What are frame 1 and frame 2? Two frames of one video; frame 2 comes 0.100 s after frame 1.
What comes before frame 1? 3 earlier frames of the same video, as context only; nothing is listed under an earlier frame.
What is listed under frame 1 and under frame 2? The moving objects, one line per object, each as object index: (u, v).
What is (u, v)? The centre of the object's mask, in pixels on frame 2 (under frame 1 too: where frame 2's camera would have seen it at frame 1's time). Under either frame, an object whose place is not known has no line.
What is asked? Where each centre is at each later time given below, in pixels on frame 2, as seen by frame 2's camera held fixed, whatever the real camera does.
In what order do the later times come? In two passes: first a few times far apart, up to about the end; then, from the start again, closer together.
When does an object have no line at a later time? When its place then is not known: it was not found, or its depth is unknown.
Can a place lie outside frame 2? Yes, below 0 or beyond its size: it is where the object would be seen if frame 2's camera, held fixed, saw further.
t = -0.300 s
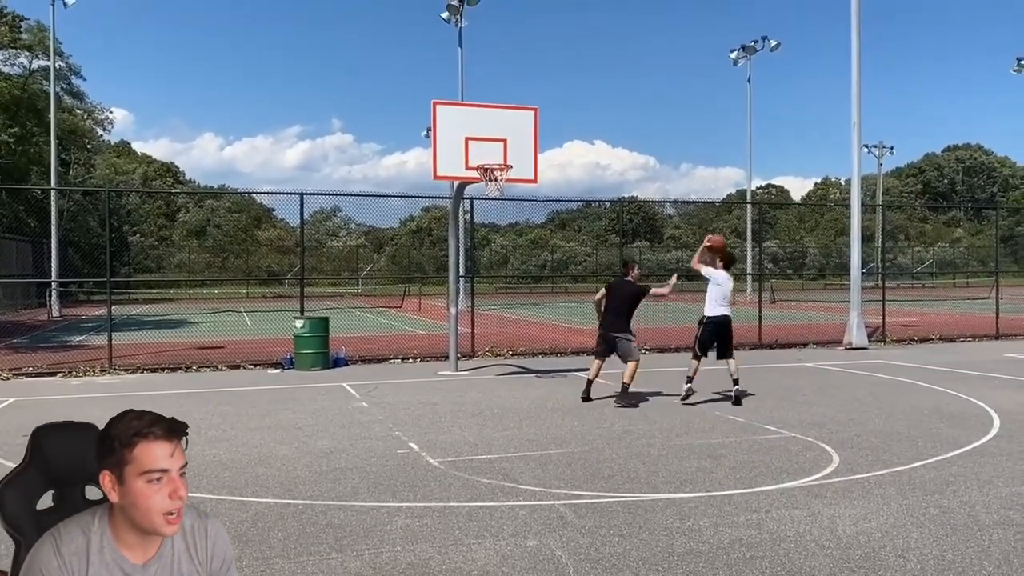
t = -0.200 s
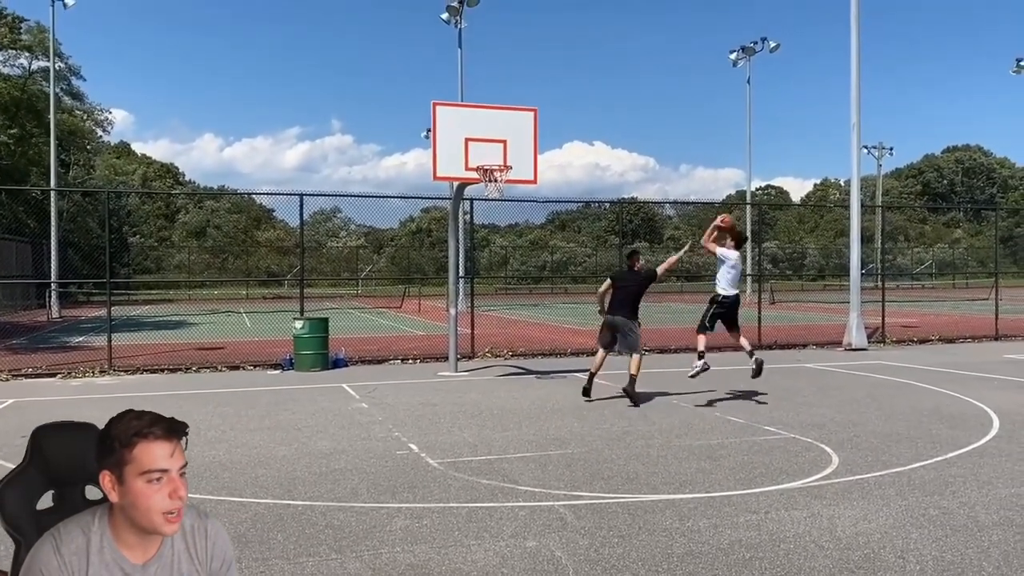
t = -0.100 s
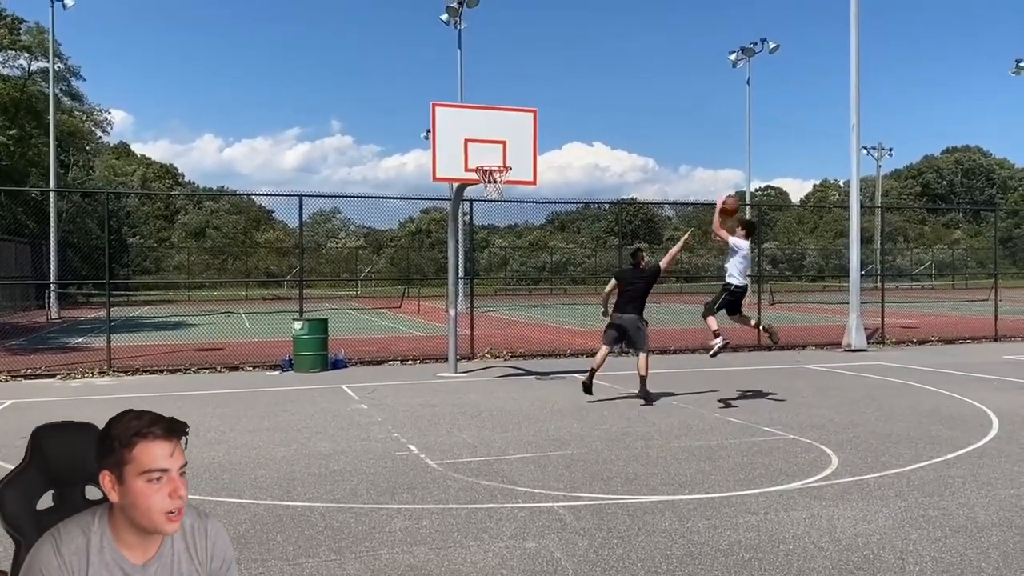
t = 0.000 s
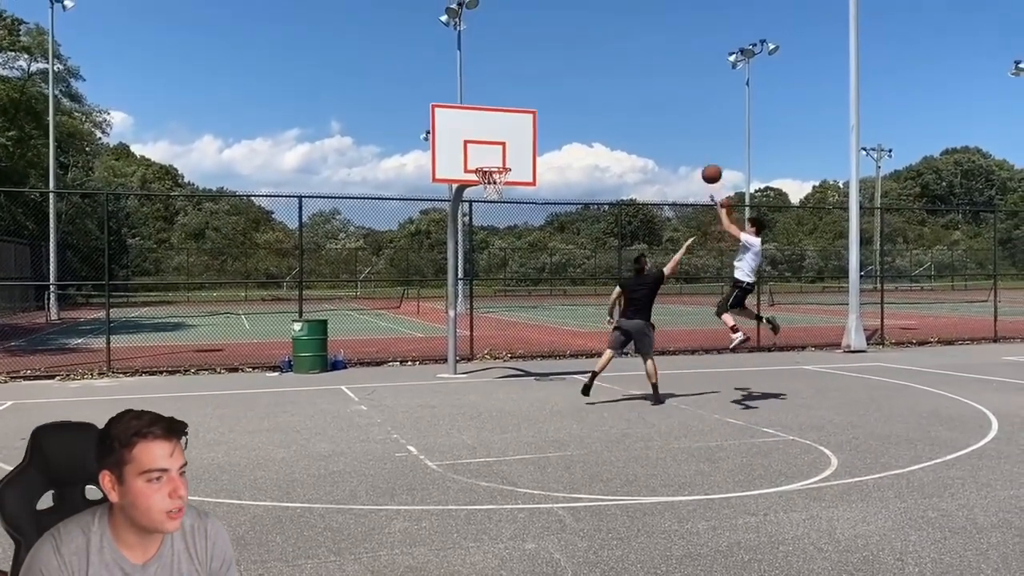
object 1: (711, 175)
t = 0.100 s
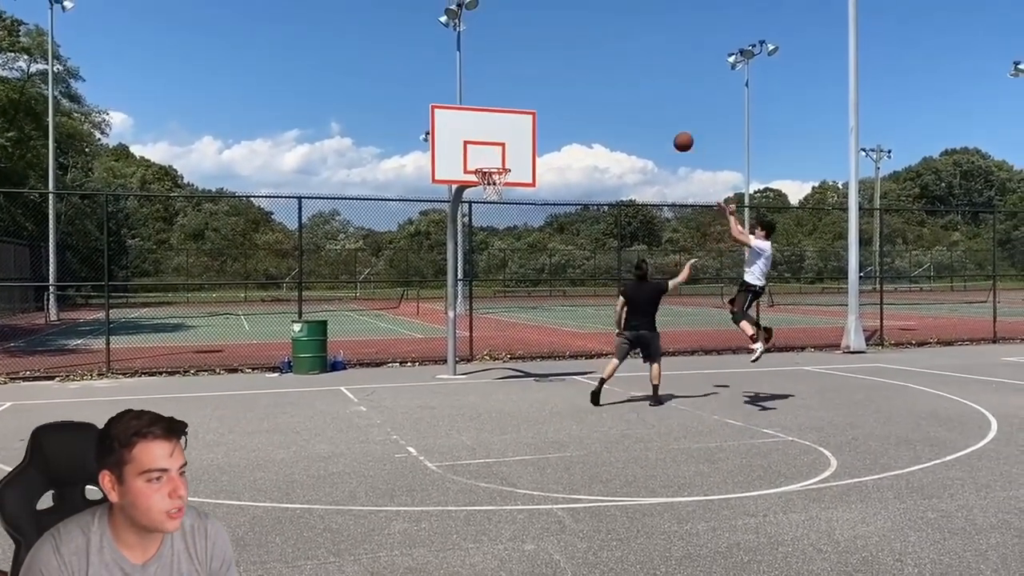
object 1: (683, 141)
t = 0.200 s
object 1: (656, 117)
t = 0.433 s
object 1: (597, 93)
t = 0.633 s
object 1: (550, 106)
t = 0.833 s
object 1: (506, 145)
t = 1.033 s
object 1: (495, 162)
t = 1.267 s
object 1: (485, 137)
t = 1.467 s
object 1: (477, 143)
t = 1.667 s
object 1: (461, 163)
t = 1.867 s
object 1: (433, 188)
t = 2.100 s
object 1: (398, 254)
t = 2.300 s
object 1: (366, 351)
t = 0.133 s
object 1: (674, 132)
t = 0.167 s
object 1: (665, 125)
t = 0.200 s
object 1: (656, 117)
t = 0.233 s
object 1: (648, 111)
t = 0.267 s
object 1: (639, 106)
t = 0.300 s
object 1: (630, 102)
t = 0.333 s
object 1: (622, 99)
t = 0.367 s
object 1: (614, 96)
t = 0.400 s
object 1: (605, 94)
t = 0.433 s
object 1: (597, 93)
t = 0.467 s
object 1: (589, 94)
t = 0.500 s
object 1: (581, 94)
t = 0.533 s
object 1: (573, 96)
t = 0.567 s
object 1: (565, 98)
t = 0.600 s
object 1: (557, 102)
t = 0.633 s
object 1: (550, 106)
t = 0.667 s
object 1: (543, 110)
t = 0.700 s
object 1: (535, 116)
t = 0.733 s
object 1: (528, 122)
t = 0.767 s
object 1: (520, 129)
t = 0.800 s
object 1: (513, 137)
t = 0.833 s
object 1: (506, 145)
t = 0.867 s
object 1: (502, 152)
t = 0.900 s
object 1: (501, 157)
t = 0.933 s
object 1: (500, 162)
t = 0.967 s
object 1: (499, 162)
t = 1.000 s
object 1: (497, 162)
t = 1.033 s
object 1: (495, 162)
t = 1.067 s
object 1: (493, 159)
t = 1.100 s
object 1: (492, 154)
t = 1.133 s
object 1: (491, 149)
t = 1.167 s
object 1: (489, 144)
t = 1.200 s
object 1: (488, 141)
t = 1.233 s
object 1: (486, 139)
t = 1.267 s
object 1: (485, 137)
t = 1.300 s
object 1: (484, 136)
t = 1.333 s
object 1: (482, 136)
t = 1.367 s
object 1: (481, 137)
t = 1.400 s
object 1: (480, 138)
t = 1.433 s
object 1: (478, 140)
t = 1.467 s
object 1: (477, 143)
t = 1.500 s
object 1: (475, 147)
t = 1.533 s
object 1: (474, 153)
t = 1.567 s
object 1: (472, 158)
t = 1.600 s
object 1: (470, 162)
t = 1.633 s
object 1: (466, 162)
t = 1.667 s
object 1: (461, 163)
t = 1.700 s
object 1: (457, 165)
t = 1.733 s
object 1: (452, 168)
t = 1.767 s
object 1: (447, 171)
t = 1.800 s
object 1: (442, 176)
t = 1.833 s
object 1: (437, 181)
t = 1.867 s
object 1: (433, 188)
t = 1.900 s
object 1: (428, 194)
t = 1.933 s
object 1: (423, 202)
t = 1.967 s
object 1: (418, 211)
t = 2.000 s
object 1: (413, 221)
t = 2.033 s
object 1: (408, 231)
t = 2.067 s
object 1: (403, 242)
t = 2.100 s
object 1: (398, 254)
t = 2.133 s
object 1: (393, 267)
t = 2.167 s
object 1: (387, 283)
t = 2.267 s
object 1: (372, 332)
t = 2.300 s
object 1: (366, 351)
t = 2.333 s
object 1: (361, 369)
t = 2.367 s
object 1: (356, 389)
